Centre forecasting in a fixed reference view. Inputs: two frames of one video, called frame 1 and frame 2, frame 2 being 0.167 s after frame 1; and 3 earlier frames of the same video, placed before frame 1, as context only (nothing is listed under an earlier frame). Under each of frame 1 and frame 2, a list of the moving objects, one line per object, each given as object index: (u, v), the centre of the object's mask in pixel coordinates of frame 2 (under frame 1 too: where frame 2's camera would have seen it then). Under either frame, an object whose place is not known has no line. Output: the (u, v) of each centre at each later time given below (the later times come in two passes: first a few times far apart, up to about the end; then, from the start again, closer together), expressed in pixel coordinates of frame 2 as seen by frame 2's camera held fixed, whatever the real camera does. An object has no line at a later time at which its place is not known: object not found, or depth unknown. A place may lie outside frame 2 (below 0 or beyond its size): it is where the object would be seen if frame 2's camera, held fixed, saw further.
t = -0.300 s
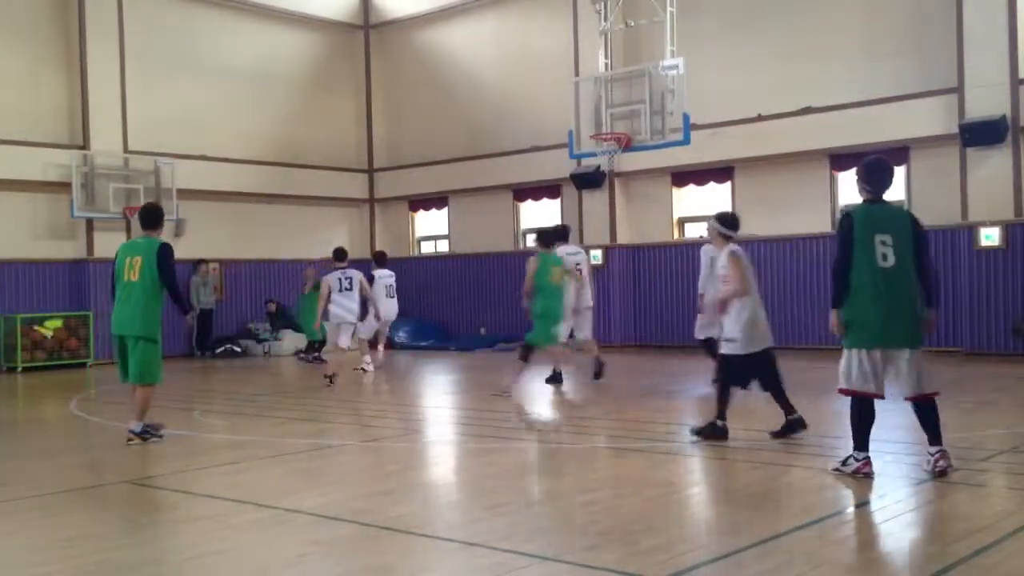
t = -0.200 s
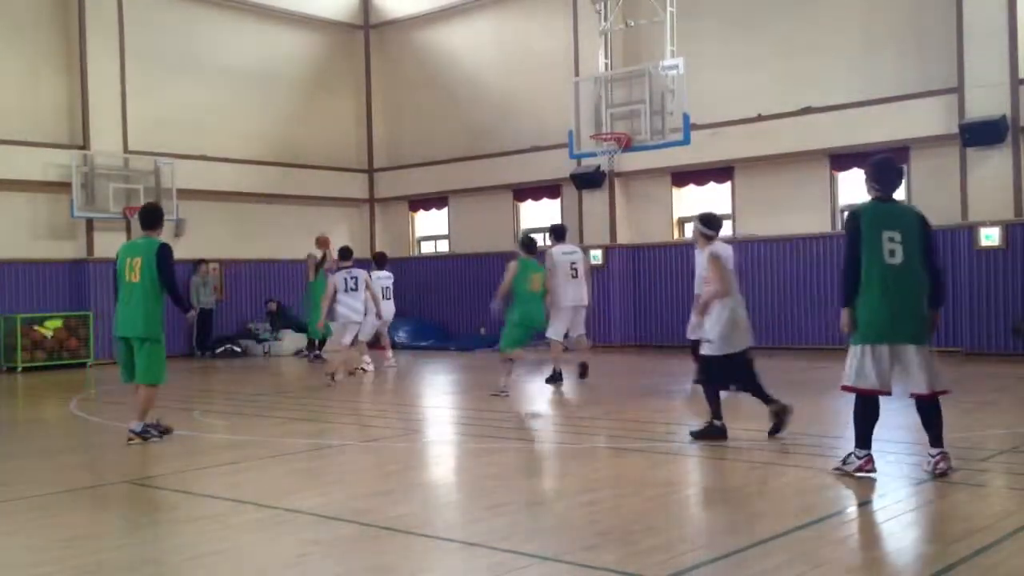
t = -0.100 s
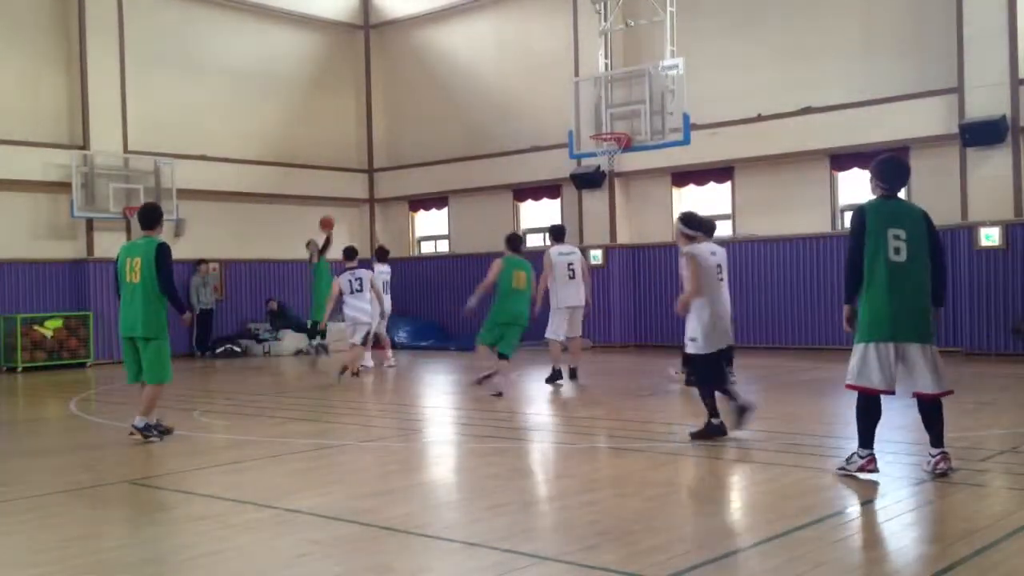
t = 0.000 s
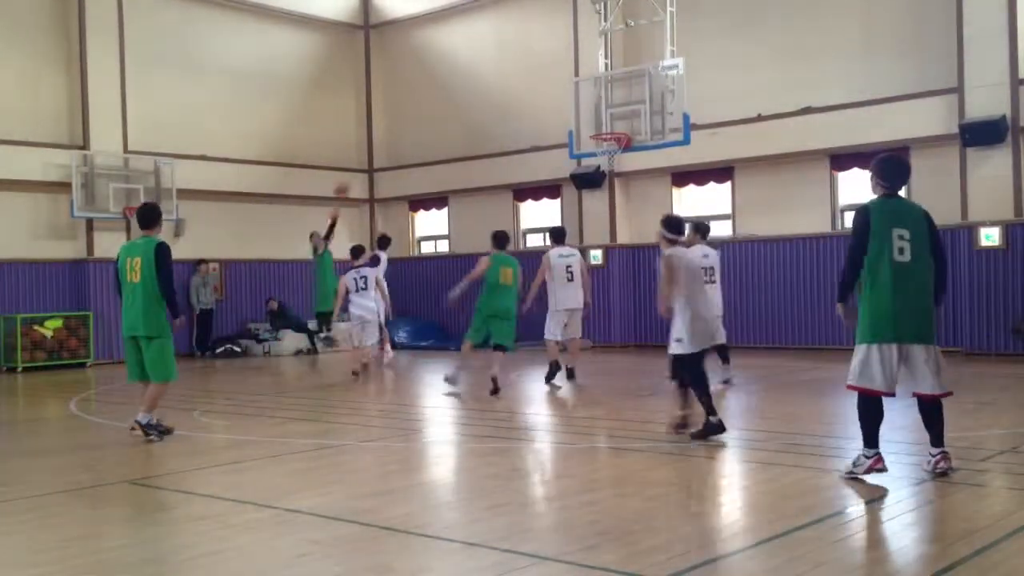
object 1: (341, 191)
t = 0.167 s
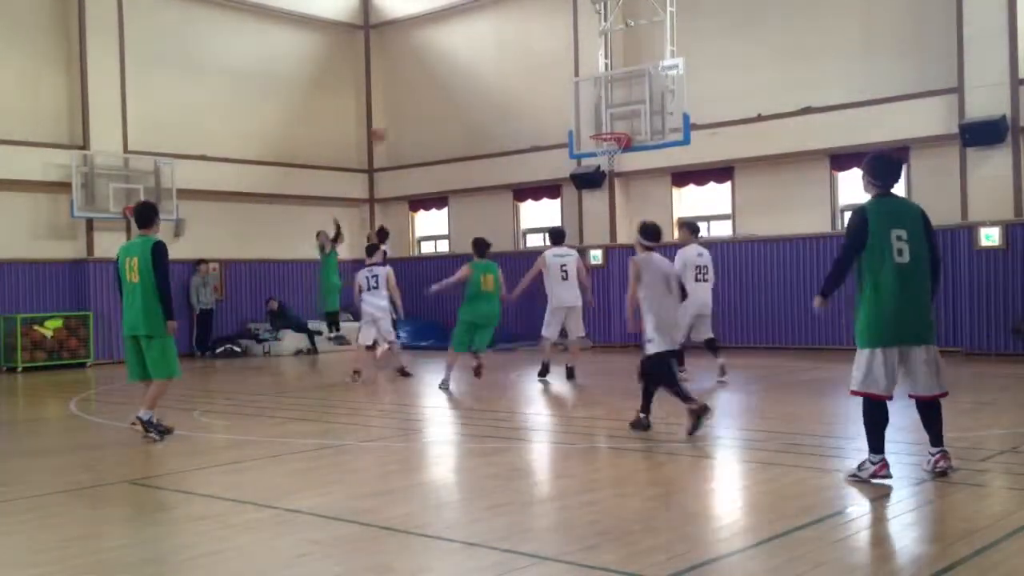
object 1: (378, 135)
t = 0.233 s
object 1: (392, 118)
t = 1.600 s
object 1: (611, 164)
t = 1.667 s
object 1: (619, 181)
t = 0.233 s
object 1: (392, 118)
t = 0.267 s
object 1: (400, 110)
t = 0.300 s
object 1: (408, 103)
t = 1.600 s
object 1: (611, 164)
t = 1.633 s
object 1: (617, 175)
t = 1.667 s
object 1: (619, 181)
